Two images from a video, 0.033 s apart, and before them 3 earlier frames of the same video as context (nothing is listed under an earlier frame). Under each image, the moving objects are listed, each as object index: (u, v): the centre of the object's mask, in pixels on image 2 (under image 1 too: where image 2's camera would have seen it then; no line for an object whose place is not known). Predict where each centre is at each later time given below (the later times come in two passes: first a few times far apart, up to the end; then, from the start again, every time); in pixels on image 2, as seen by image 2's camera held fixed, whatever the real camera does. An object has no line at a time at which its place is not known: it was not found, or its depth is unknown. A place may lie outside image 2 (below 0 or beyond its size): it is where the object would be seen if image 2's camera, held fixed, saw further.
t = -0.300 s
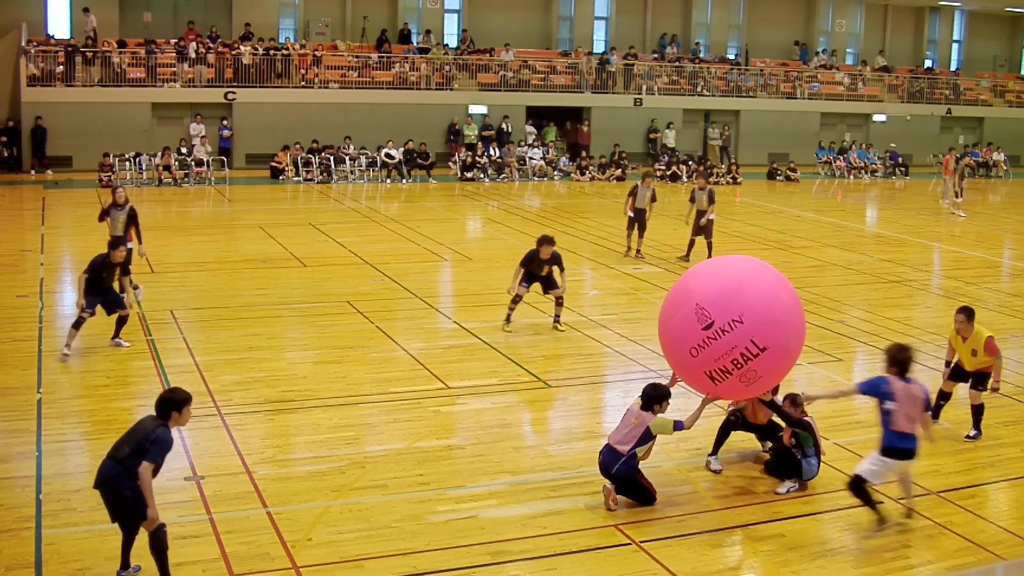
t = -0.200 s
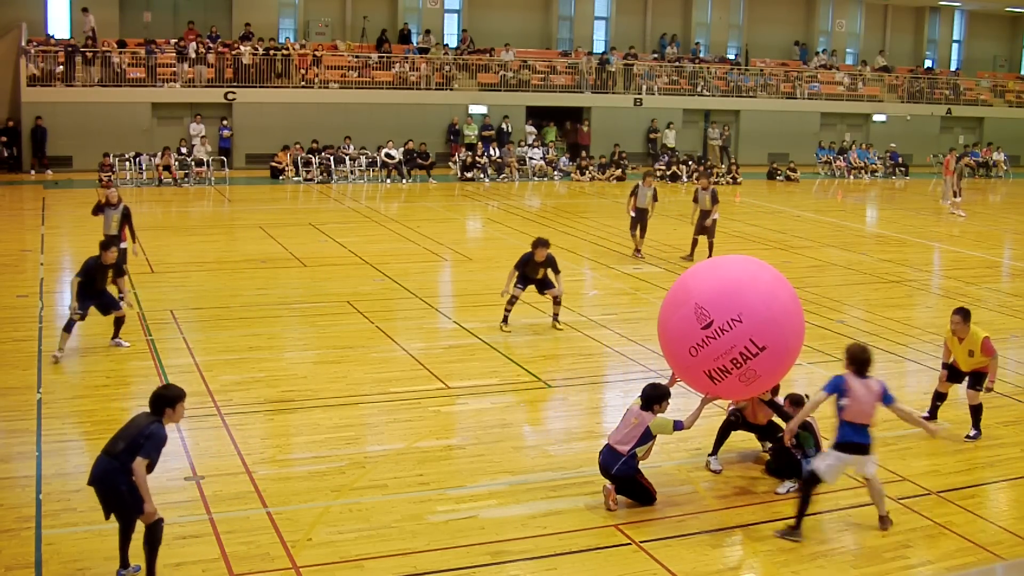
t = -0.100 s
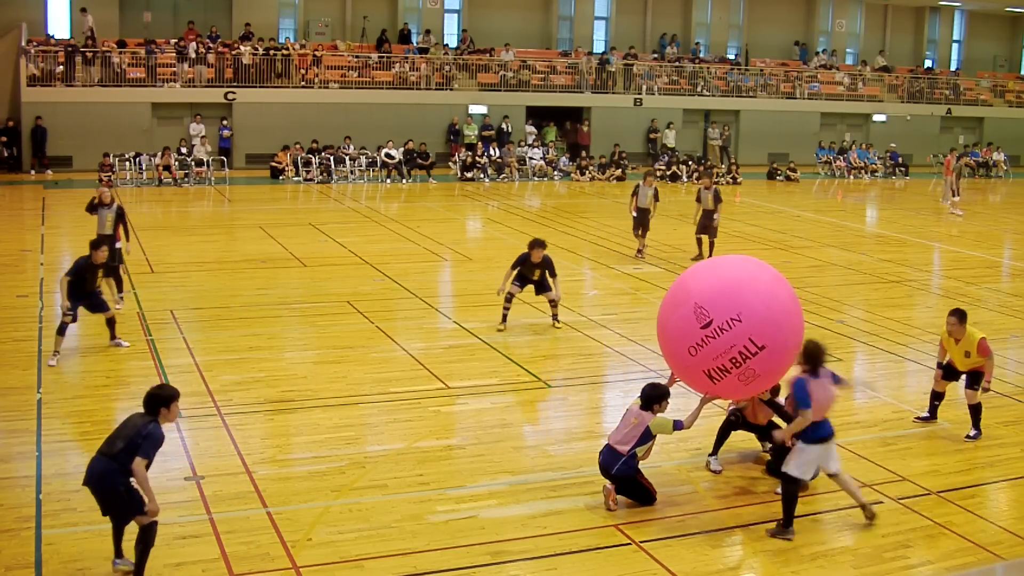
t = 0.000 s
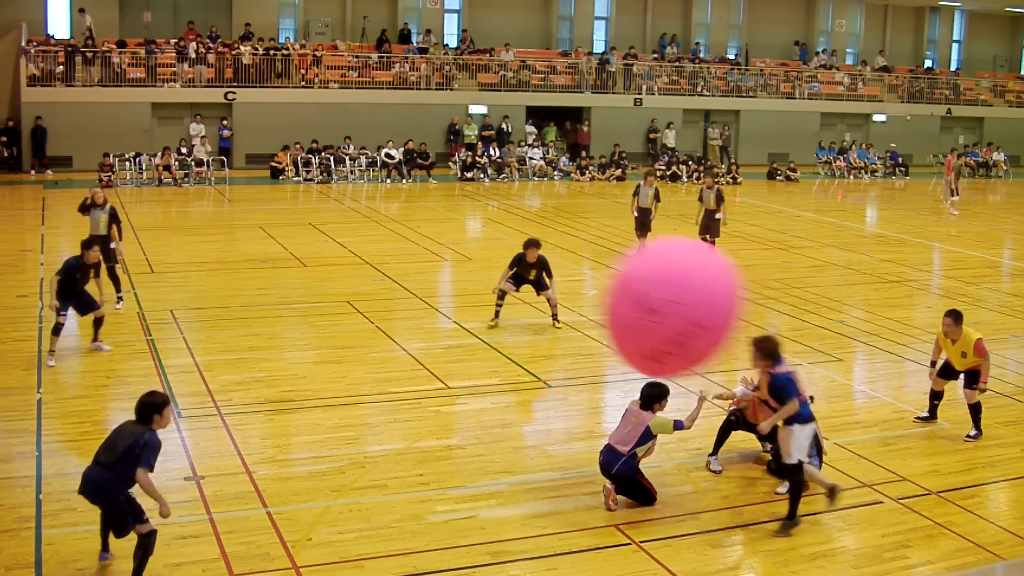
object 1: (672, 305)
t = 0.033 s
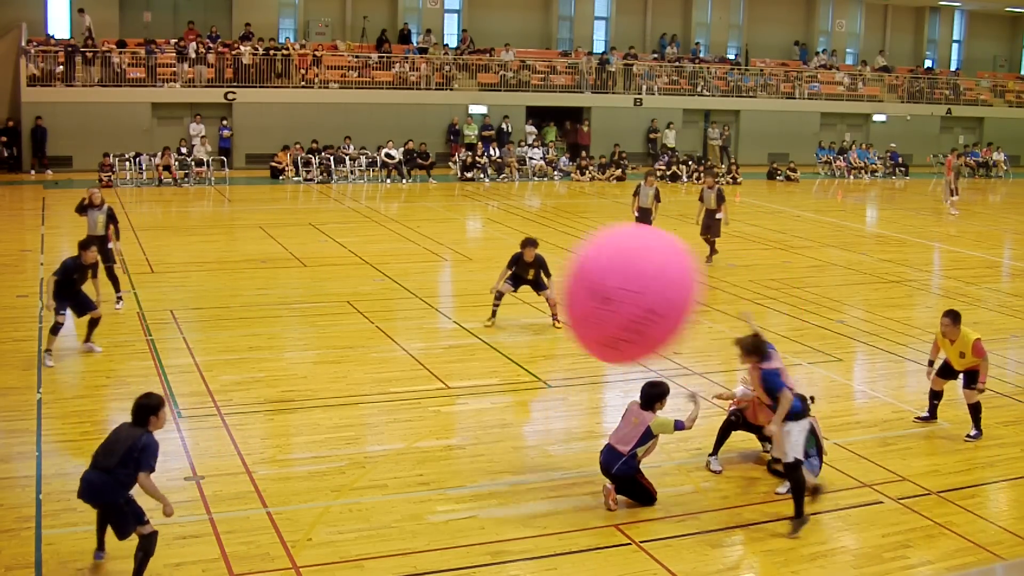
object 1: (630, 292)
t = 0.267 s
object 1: (357, 225)
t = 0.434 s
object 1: (207, 215)
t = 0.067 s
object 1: (586, 279)
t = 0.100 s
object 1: (546, 268)
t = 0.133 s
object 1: (505, 257)
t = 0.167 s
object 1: (466, 247)
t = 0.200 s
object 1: (429, 239)
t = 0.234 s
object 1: (393, 231)
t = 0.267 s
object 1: (357, 225)
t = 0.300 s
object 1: (324, 219)
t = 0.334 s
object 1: (292, 216)
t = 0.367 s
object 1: (263, 214)
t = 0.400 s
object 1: (234, 213)
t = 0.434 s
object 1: (207, 215)
